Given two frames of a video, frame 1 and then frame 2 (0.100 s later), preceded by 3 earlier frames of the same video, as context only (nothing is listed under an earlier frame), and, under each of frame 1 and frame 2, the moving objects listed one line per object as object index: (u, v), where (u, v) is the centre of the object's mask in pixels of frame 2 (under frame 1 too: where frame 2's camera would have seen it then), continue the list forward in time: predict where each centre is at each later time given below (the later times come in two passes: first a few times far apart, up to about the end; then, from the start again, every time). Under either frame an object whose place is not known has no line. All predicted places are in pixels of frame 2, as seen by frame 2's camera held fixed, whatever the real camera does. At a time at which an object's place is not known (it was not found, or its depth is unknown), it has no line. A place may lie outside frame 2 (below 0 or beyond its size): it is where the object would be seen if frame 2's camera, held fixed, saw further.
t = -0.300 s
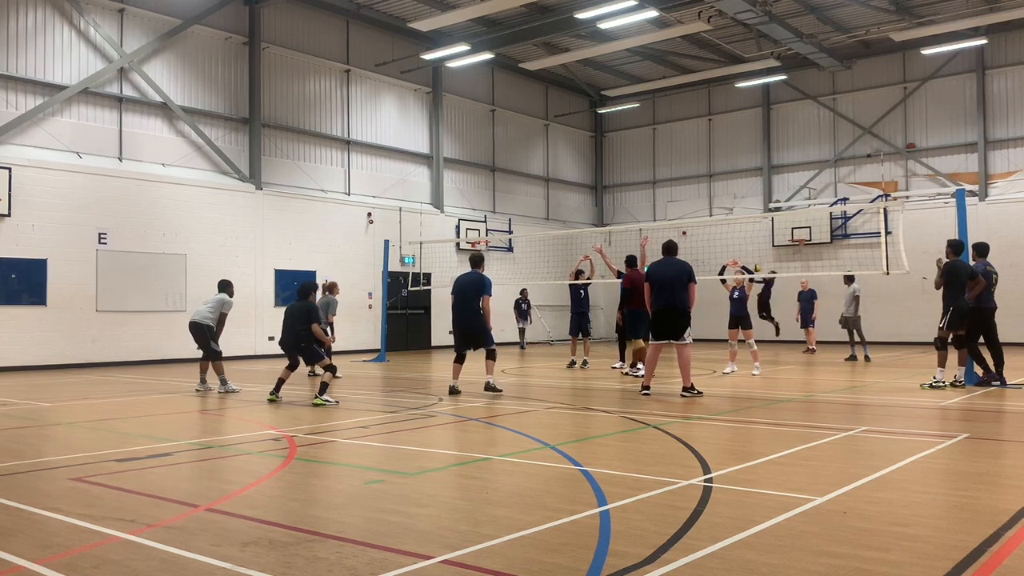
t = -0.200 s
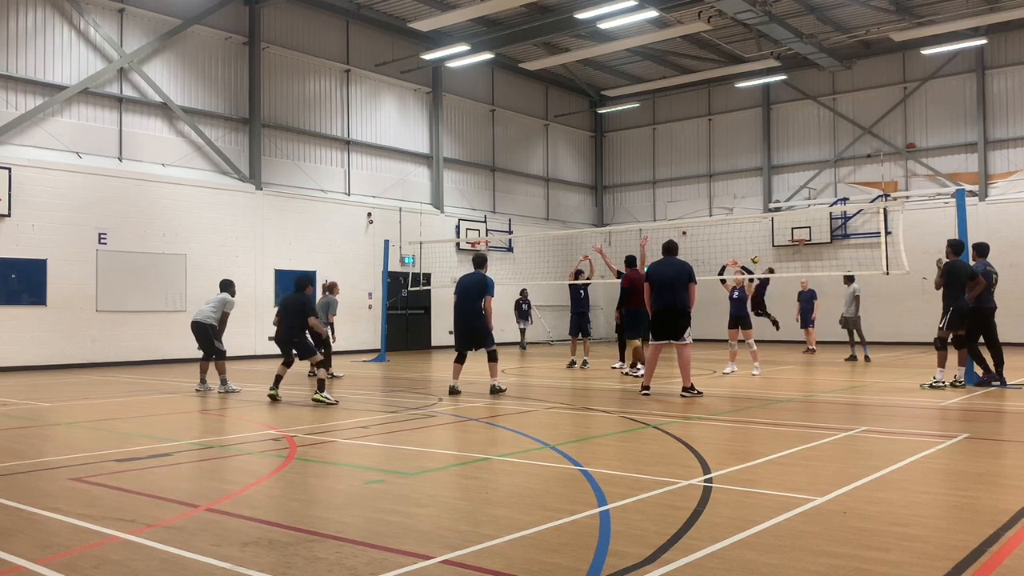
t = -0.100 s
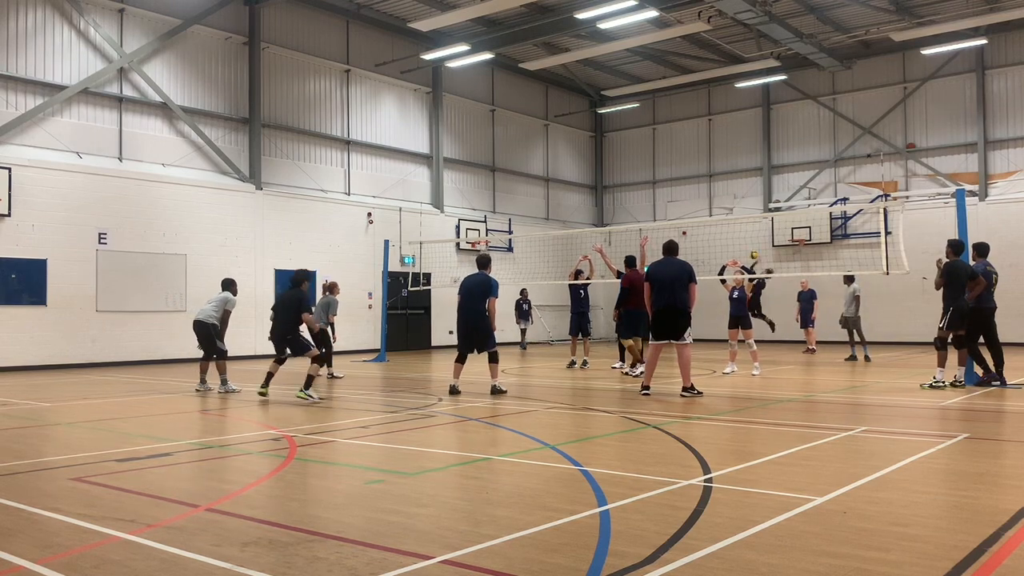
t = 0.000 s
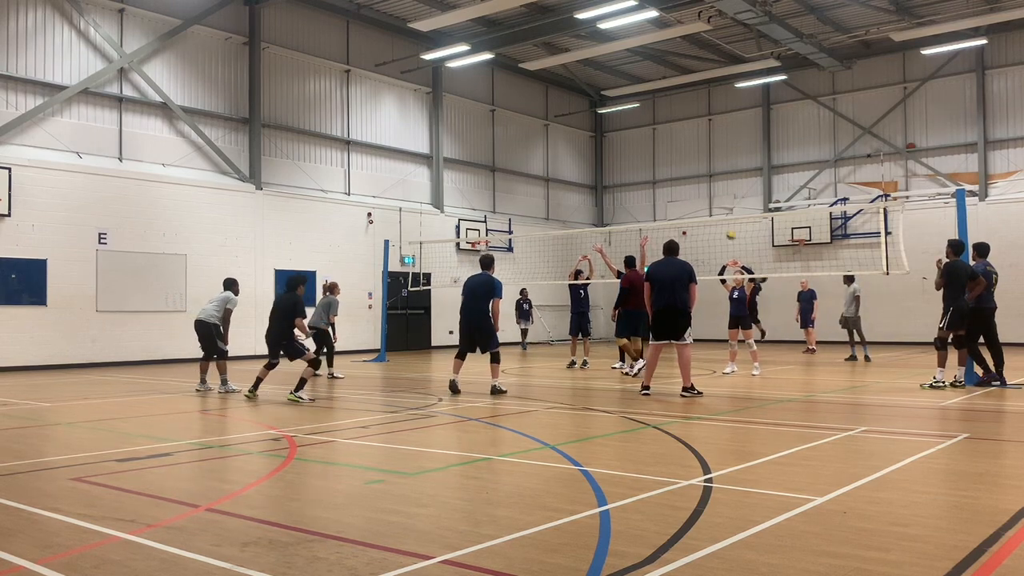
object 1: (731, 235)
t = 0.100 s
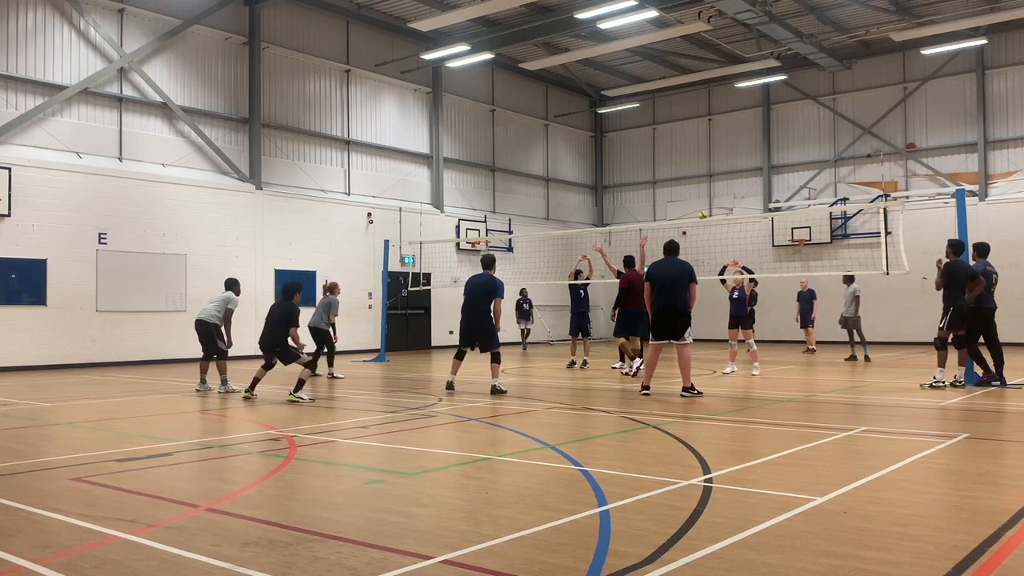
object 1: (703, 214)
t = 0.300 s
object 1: (645, 184)
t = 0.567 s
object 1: (555, 163)
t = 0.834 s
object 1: (454, 181)
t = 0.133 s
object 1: (693, 208)
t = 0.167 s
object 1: (683, 203)
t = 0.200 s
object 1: (674, 198)
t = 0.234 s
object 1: (662, 193)
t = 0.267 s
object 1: (653, 187)
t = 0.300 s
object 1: (645, 184)
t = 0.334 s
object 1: (633, 179)
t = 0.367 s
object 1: (623, 176)
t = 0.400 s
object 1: (612, 173)
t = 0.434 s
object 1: (600, 170)
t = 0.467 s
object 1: (590, 167)
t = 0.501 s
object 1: (578, 164)
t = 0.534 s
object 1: (567, 164)
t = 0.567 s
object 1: (555, 163)
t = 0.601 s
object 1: (543, 164)
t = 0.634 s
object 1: (531, 165)
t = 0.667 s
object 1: (519, 166)
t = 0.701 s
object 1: (505, 167)
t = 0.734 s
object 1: (493, 170)
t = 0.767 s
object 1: (479, 173)
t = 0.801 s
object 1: (467, 177)
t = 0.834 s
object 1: (454, 181)
